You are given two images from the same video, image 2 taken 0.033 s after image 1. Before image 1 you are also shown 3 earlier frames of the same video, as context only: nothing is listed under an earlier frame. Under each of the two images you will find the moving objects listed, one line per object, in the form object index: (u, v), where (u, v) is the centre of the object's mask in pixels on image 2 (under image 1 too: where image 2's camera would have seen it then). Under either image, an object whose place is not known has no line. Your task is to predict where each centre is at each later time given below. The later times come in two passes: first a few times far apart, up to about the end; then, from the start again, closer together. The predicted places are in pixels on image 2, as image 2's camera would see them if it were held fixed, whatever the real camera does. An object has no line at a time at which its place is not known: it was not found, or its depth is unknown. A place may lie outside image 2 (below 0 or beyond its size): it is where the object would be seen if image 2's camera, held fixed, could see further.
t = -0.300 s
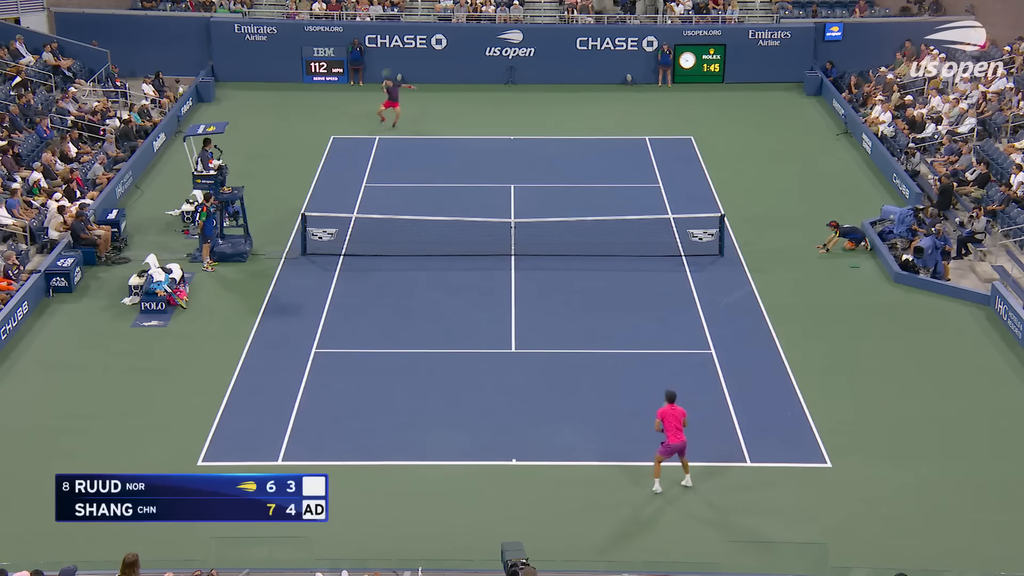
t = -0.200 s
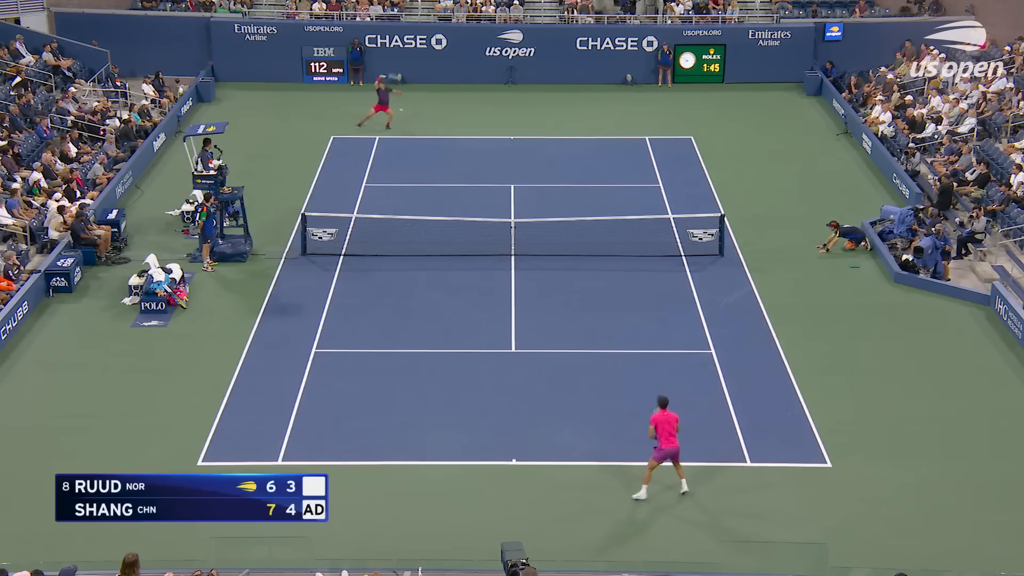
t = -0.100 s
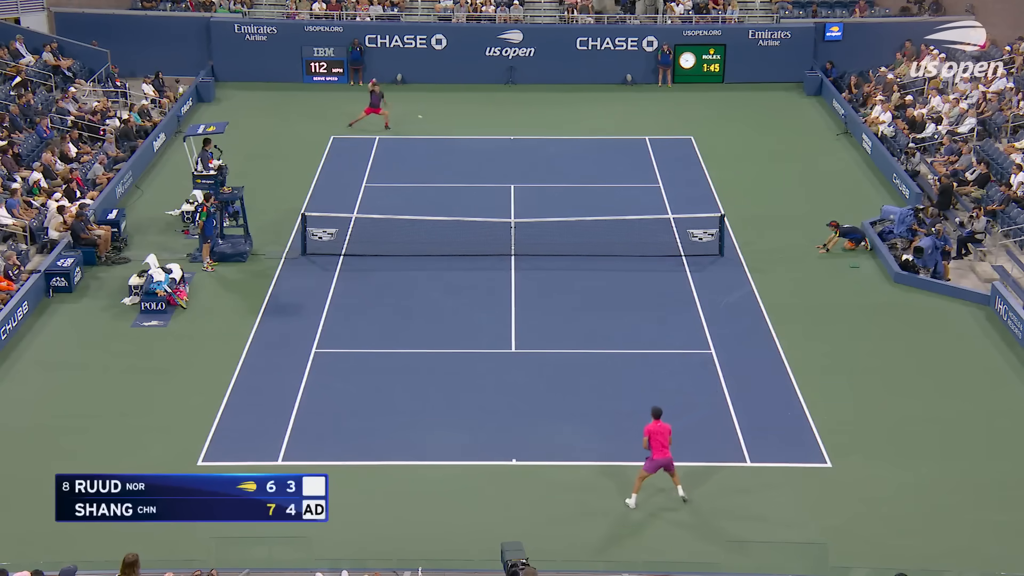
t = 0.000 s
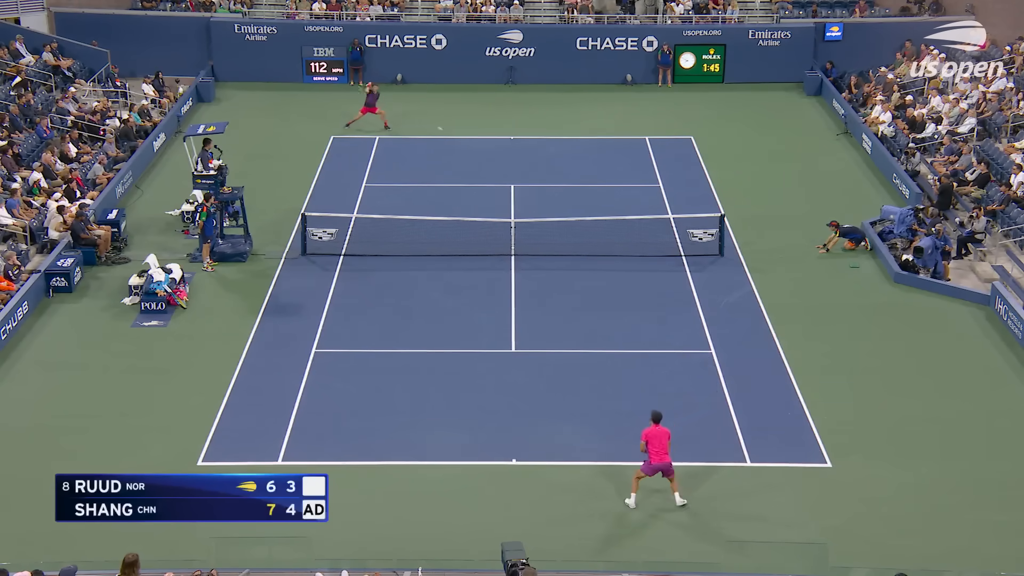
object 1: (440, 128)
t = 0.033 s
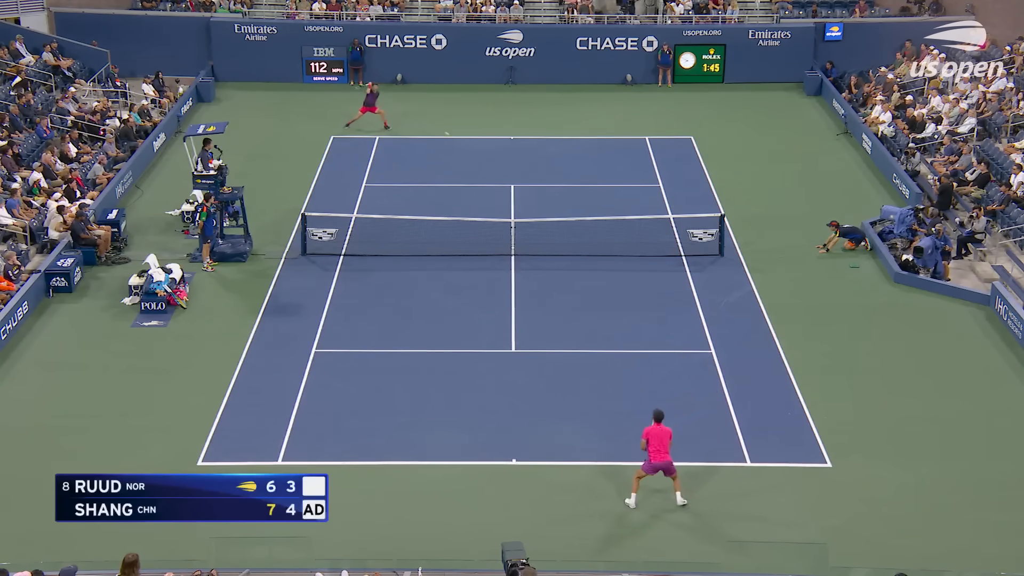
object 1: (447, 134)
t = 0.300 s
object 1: (504, 196)
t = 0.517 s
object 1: (554, 276)
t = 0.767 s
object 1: (607, 317)
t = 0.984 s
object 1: (650, 332)
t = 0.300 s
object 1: (504, 196)
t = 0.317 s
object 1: (508, 201)
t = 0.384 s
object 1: (524, 224)
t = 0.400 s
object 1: (527, 229)
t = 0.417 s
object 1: (531, 235)
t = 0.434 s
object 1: (535, 242)
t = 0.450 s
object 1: (539, 248)
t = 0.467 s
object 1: (543, 255)
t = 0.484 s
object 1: (546, 261)
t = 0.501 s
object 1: (550, 268)
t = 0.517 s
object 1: (554, 276)
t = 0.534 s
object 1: (558, 282)
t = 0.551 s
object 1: (562, 290)
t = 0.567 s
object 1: (566, 298)
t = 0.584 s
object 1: (570, 306)
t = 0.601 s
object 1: (574, 313)
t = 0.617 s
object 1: (578, 319)
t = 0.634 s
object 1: (581, 320)
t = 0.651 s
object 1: (584, 318)
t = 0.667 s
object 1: (587, 318)
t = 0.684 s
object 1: (590, 317)
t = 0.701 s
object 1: (593, 317)
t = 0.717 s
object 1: (597, 317)
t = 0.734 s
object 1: (600, 316)
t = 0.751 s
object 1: (604, 316)
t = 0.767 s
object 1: (607, 317)
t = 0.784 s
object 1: (610, 316)
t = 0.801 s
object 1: (613, 317)
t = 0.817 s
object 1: (617, 317)
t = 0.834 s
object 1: (619, 317)
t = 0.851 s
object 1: (623, 319)
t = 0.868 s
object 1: (626, 320)
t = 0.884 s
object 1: (629, 321)
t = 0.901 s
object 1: (633, 322)
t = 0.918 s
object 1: (636, 324)
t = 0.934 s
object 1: (640, 326)
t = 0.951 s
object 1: (644, 328)
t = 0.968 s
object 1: (647, 329)
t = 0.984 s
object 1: (650, 332)
